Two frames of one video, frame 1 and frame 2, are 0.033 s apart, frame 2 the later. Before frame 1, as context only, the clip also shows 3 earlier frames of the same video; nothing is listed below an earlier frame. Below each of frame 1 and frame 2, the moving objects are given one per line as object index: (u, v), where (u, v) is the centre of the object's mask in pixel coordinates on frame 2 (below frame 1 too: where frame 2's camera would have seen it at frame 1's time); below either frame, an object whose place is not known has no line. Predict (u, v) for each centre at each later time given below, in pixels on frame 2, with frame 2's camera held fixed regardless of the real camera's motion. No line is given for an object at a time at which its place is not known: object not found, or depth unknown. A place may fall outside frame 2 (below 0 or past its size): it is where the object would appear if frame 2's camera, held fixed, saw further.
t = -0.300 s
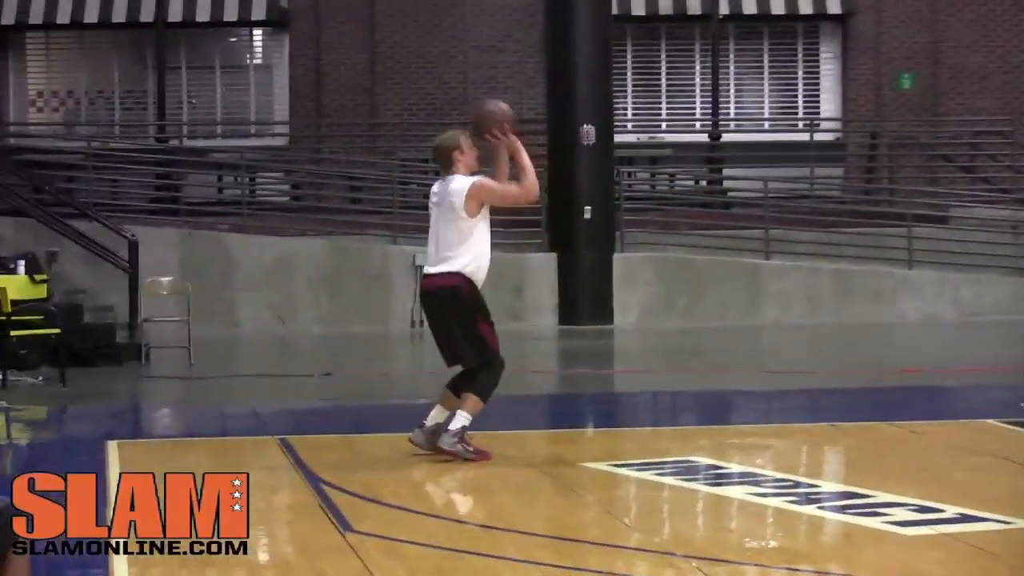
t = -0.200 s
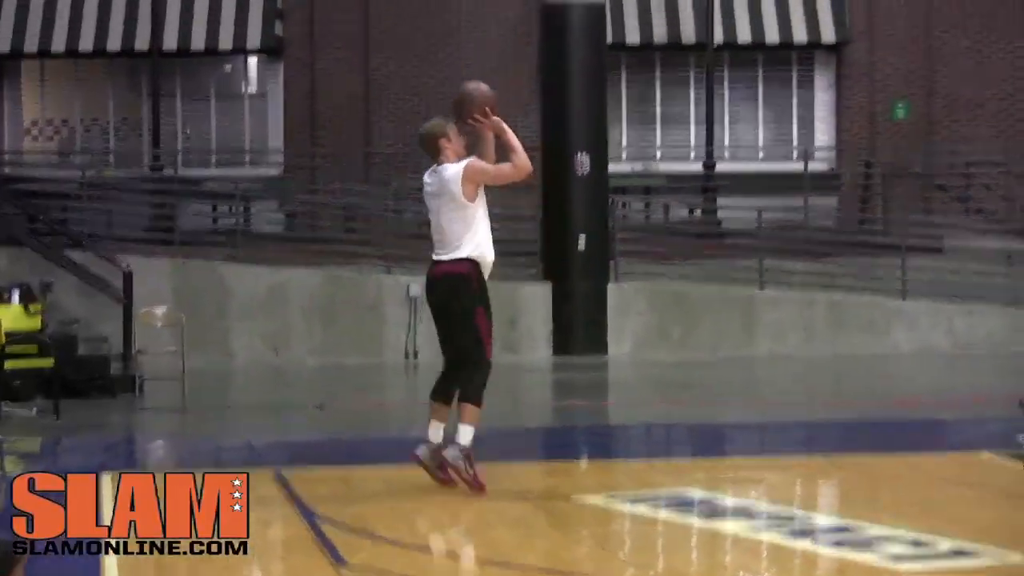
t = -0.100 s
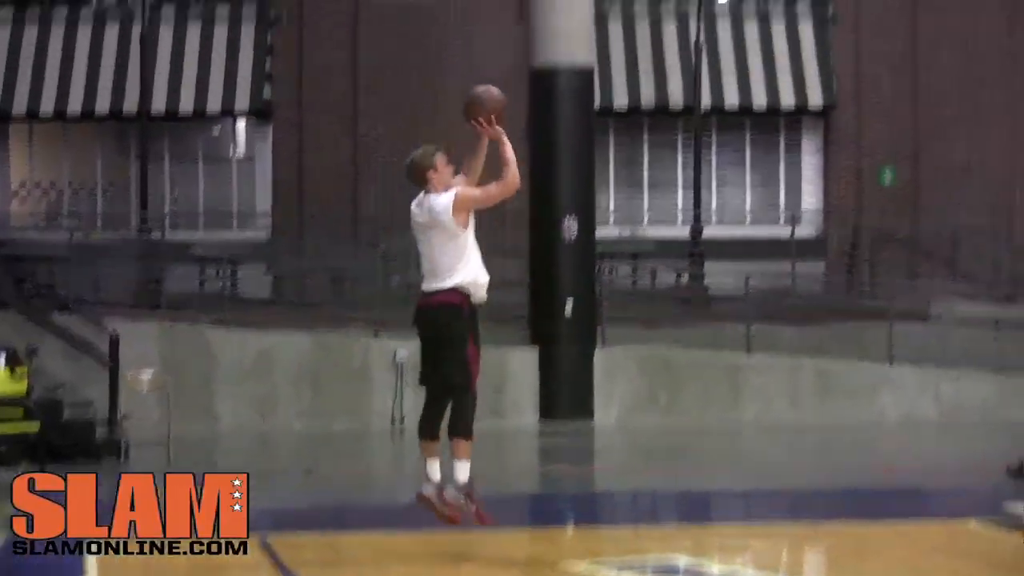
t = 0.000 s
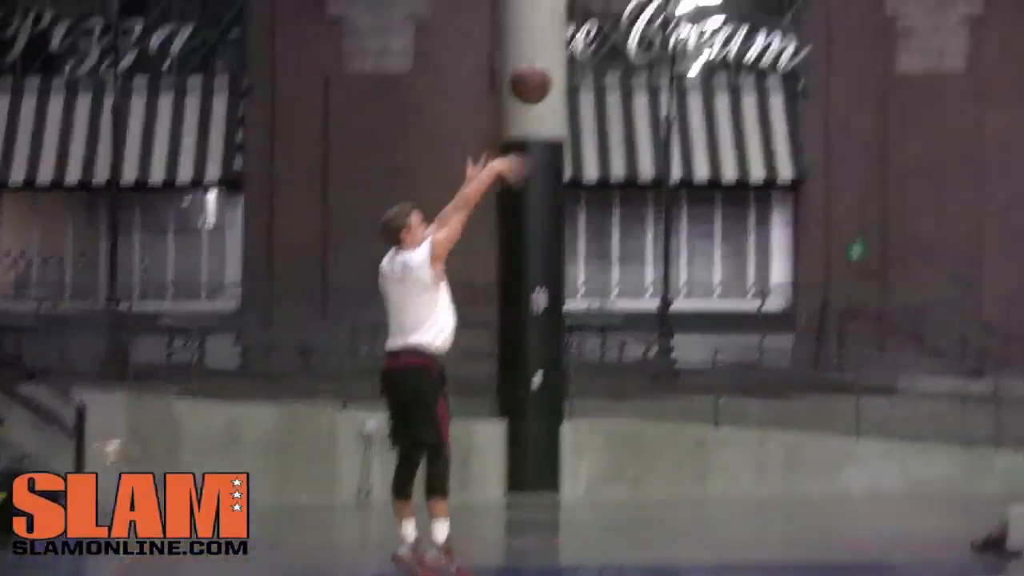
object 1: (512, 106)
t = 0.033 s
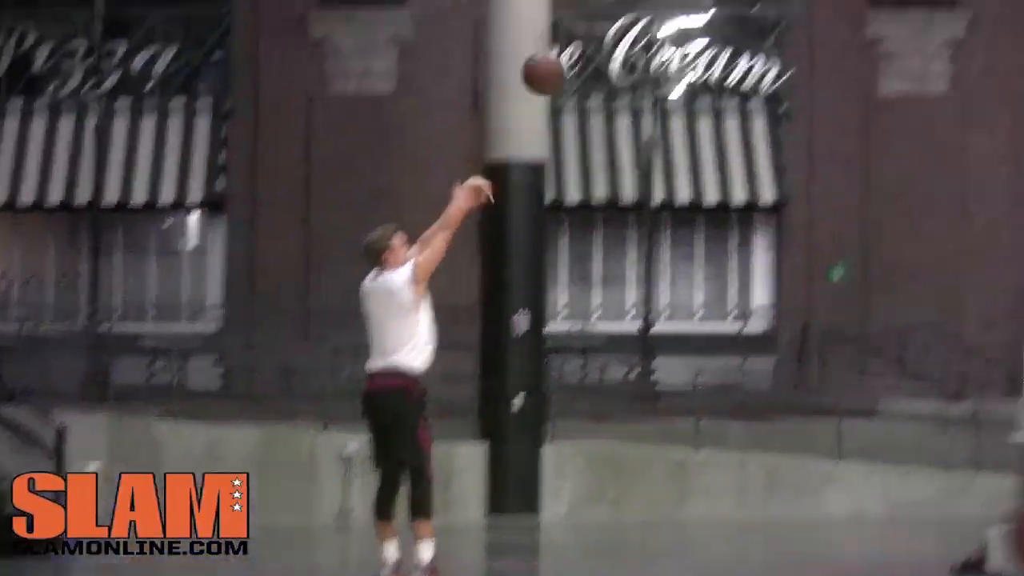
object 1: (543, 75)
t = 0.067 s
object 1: (577, 44)
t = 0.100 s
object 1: (607, 15)
